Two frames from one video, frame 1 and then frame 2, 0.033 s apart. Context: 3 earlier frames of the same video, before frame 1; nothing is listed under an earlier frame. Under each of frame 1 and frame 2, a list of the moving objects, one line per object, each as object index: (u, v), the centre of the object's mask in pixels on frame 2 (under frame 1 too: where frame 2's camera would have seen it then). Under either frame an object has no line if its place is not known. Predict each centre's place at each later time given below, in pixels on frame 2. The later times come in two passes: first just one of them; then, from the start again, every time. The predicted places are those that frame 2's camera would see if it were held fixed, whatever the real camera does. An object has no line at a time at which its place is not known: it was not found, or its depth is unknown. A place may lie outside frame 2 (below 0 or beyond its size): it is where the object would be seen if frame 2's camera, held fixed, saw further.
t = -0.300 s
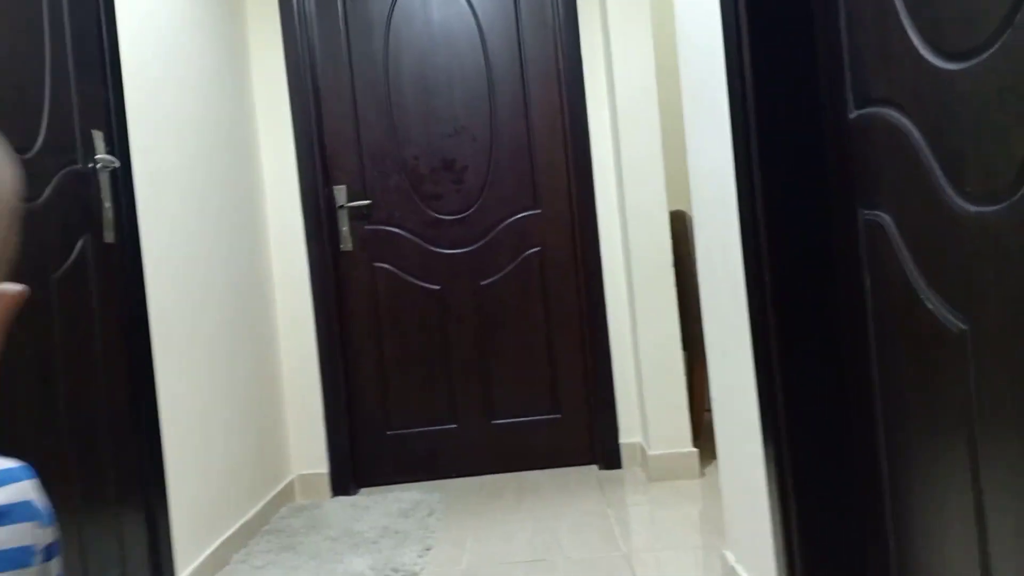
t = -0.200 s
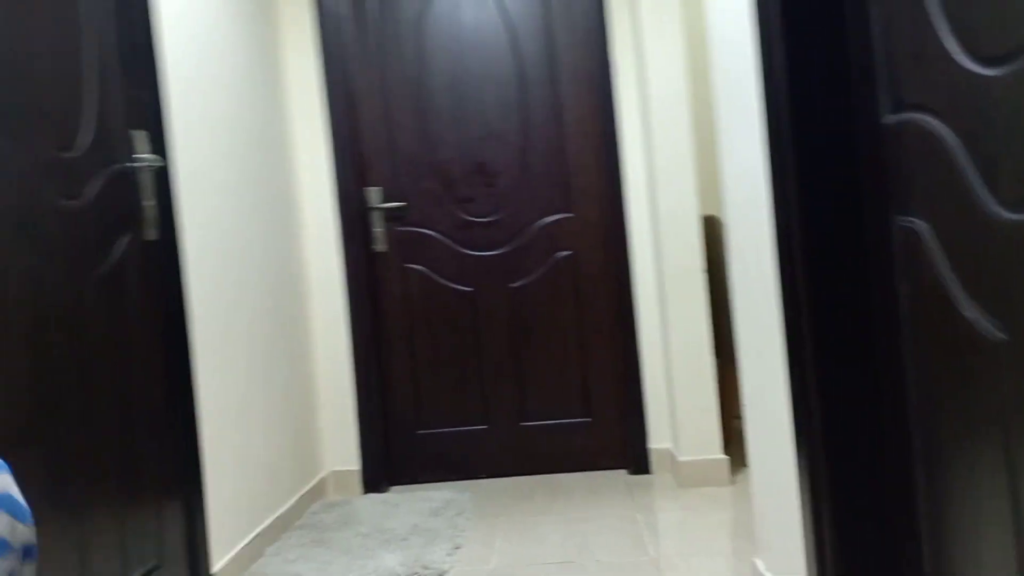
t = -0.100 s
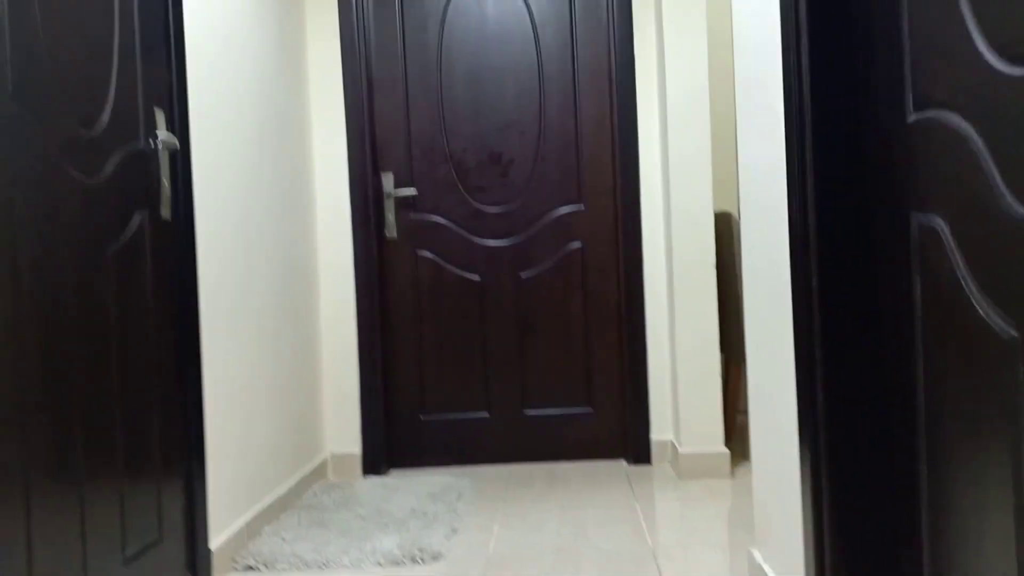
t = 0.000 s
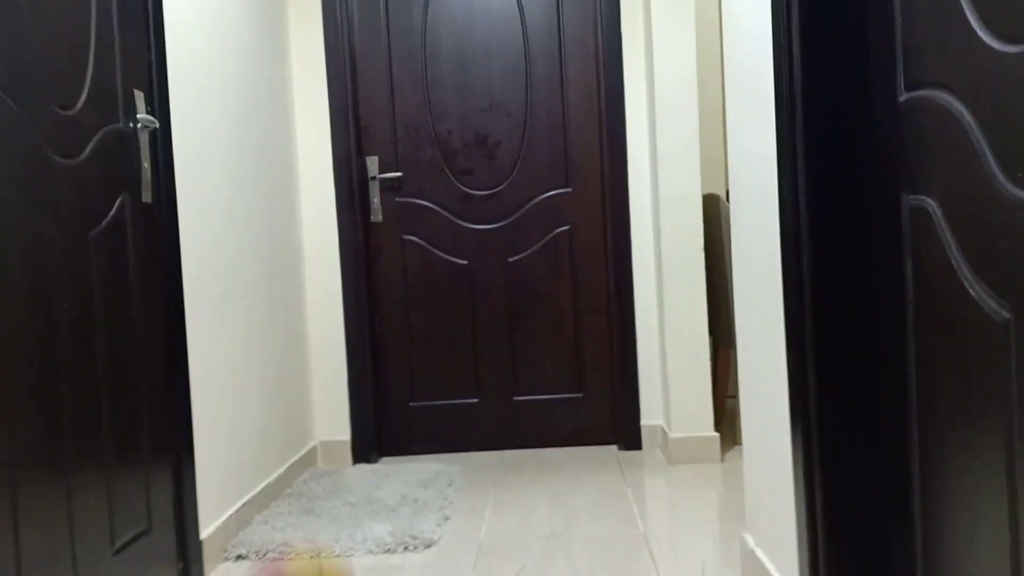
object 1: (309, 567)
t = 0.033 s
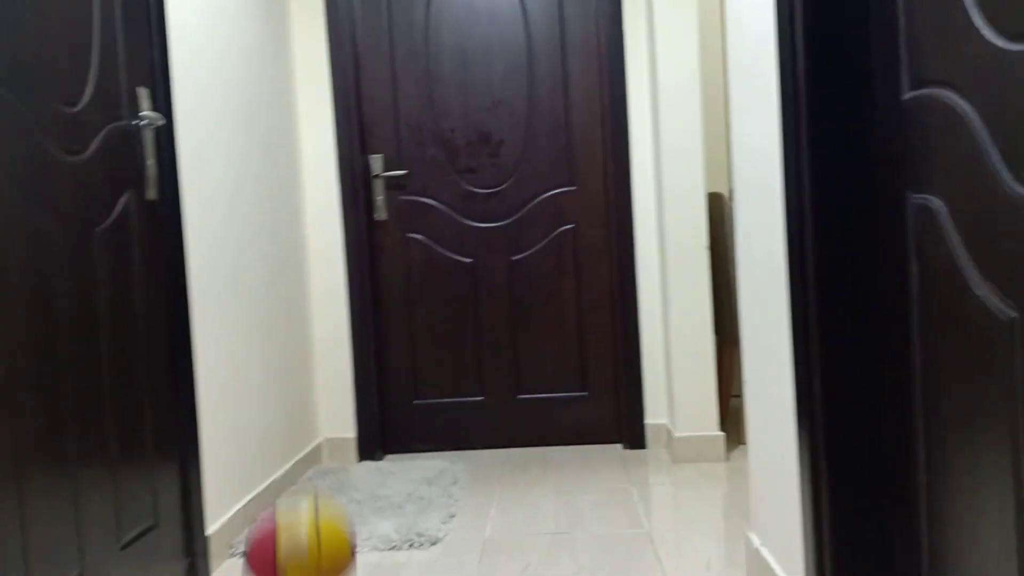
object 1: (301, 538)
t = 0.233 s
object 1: (283, 469)
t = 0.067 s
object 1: (297, 510)
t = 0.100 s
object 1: (292, 487)
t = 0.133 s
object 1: (289, 471)
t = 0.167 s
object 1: (287, 463)
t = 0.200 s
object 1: (285, 463)
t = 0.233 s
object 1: (283, 469)
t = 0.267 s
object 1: (284, 480)
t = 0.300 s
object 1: (282, 497)
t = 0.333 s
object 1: (282, 521)
